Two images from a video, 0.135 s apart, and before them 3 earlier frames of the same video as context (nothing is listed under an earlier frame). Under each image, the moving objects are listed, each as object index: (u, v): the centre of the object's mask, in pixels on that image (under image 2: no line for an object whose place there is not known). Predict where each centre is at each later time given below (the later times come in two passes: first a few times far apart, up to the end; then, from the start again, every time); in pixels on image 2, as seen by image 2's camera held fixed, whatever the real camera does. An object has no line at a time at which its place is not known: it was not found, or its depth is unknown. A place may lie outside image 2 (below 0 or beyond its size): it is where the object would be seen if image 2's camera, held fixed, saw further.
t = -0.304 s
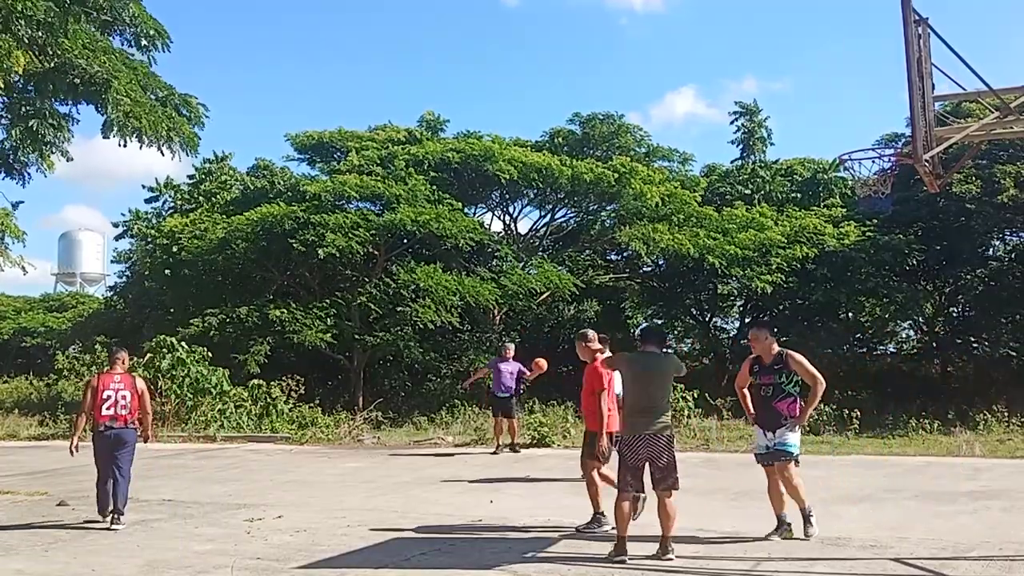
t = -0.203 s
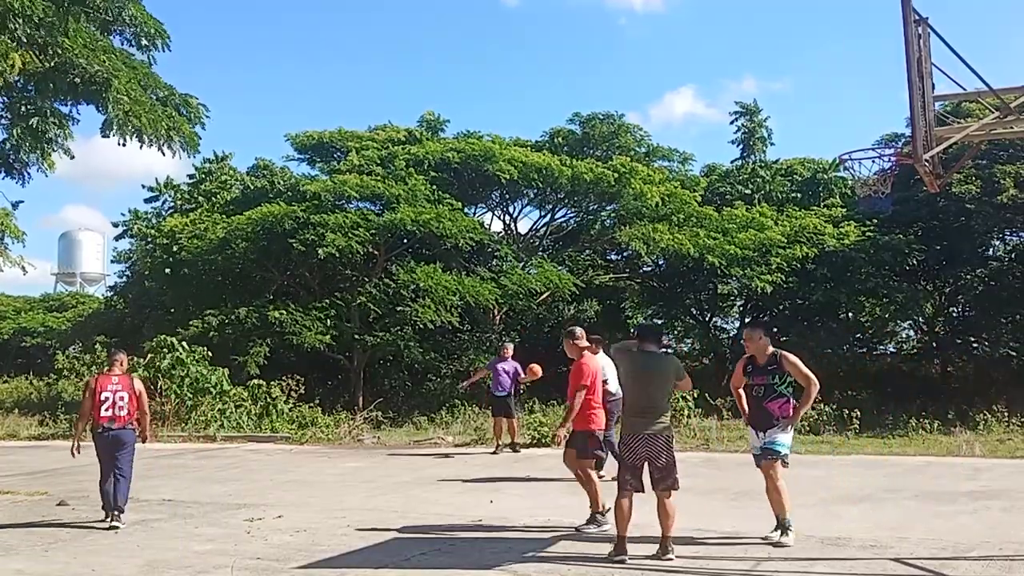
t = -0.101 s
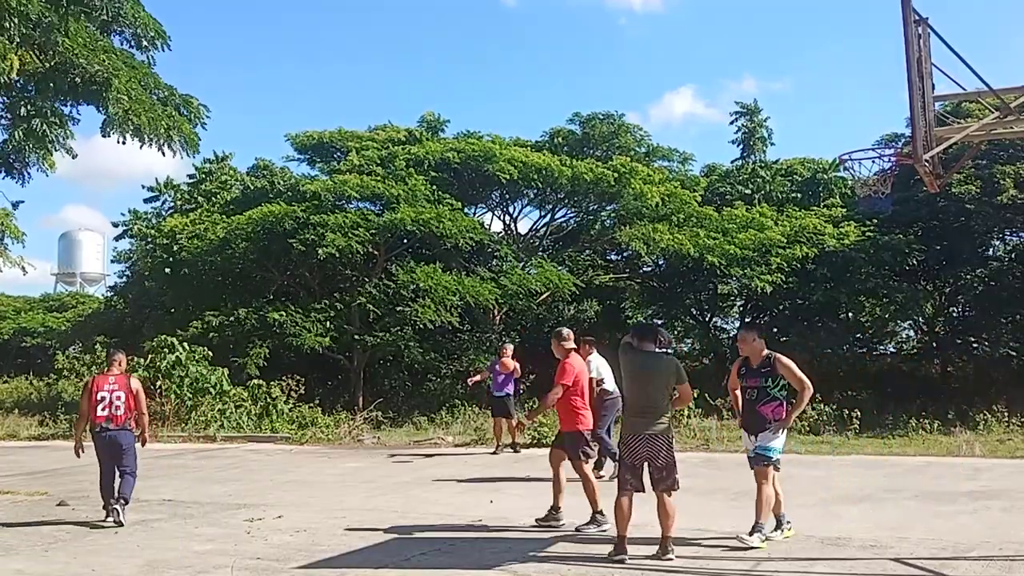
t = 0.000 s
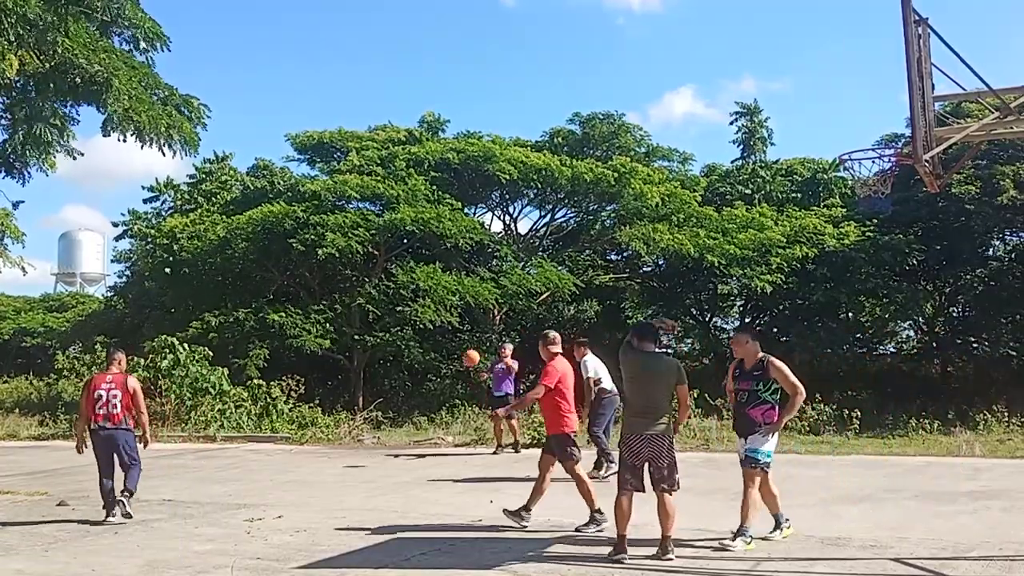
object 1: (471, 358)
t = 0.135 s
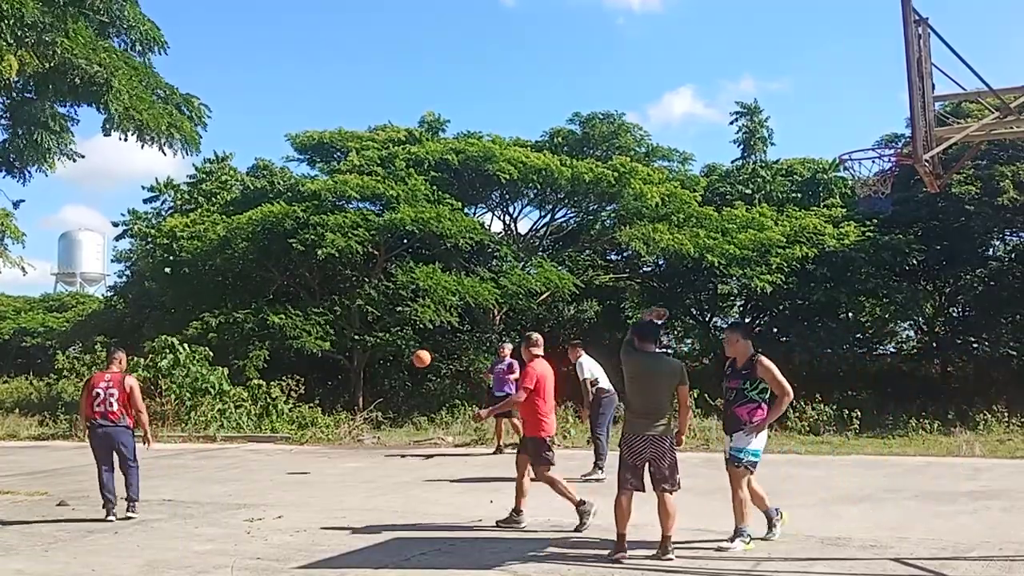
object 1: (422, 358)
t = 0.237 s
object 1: (382, 367)
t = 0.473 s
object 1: (278, 421)
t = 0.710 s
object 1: (179, 460)
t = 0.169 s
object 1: (409, 360)
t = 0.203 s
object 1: (395, 363)
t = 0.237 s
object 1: (382, 367)
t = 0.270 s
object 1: (368, 371)
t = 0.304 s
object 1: (354, 377)
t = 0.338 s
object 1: (339, 384)
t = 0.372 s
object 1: (324, 392)
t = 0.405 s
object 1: (309, 401)
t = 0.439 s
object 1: (294, 410)
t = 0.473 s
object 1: (278, 421)
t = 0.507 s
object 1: (262, 434)
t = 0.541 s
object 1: (244, 448)
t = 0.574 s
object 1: (227, 464)
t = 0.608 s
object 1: (210, 480)
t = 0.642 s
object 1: (197, 483)
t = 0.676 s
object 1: (188, 471)
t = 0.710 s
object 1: (179, 460)
